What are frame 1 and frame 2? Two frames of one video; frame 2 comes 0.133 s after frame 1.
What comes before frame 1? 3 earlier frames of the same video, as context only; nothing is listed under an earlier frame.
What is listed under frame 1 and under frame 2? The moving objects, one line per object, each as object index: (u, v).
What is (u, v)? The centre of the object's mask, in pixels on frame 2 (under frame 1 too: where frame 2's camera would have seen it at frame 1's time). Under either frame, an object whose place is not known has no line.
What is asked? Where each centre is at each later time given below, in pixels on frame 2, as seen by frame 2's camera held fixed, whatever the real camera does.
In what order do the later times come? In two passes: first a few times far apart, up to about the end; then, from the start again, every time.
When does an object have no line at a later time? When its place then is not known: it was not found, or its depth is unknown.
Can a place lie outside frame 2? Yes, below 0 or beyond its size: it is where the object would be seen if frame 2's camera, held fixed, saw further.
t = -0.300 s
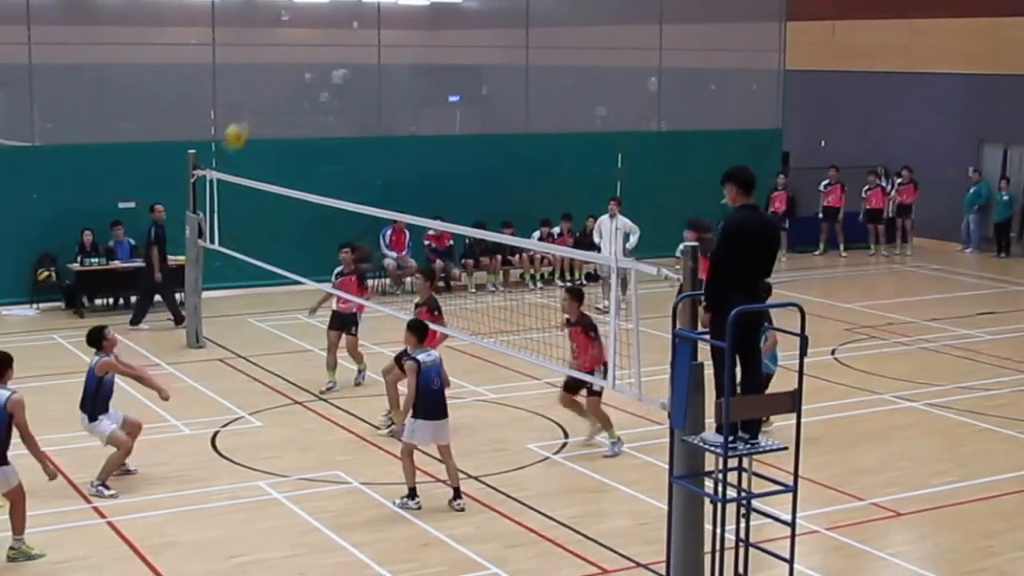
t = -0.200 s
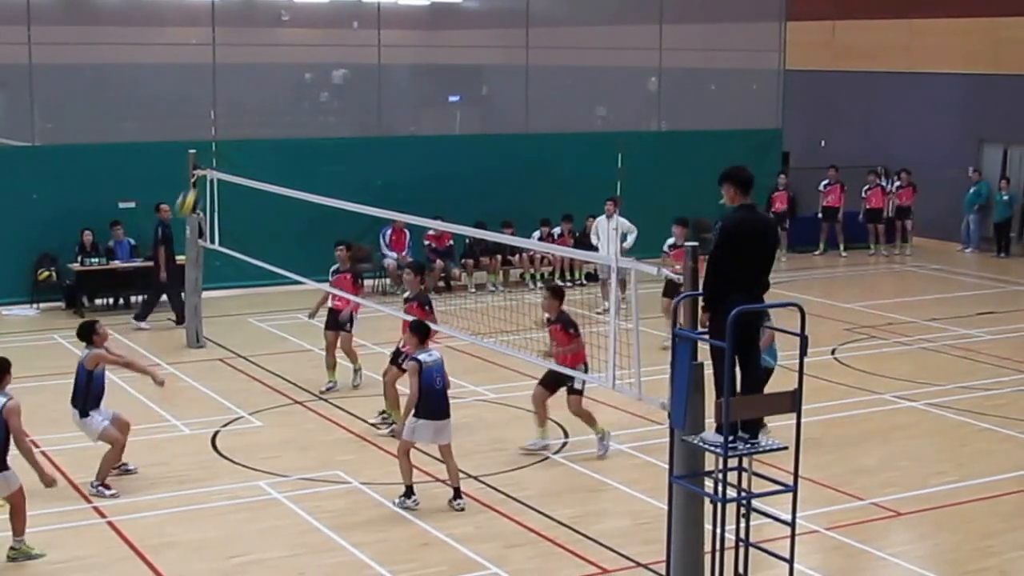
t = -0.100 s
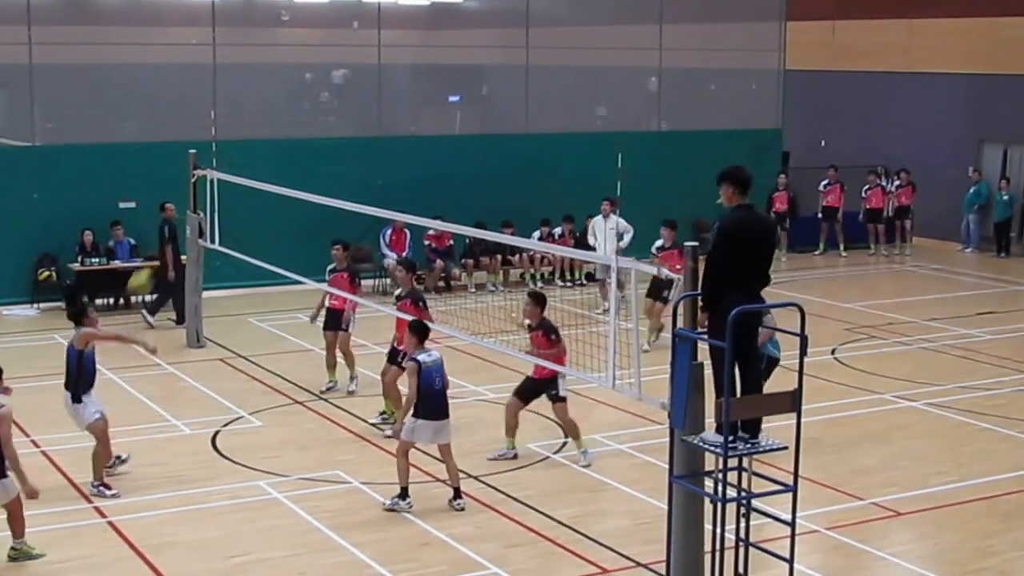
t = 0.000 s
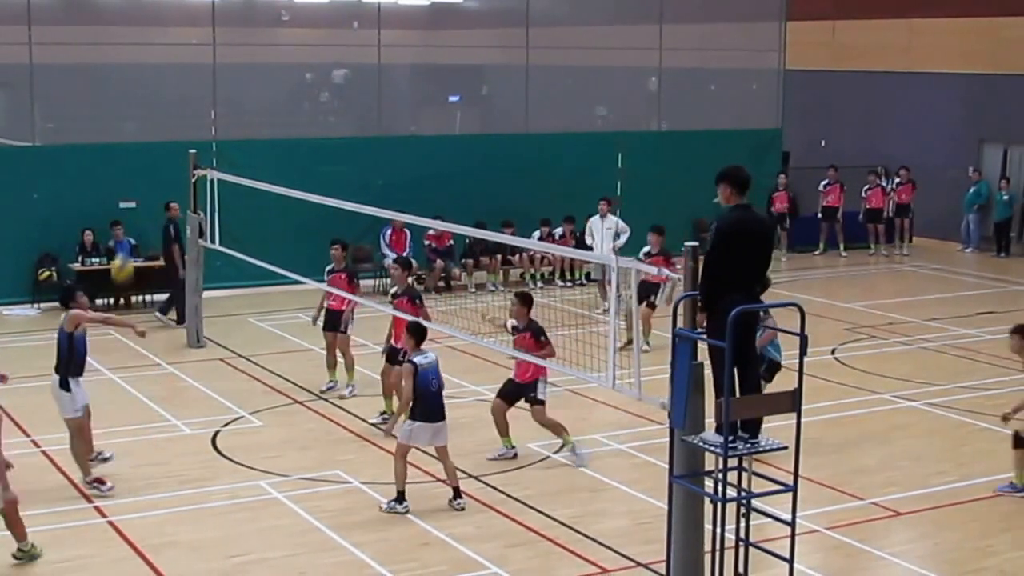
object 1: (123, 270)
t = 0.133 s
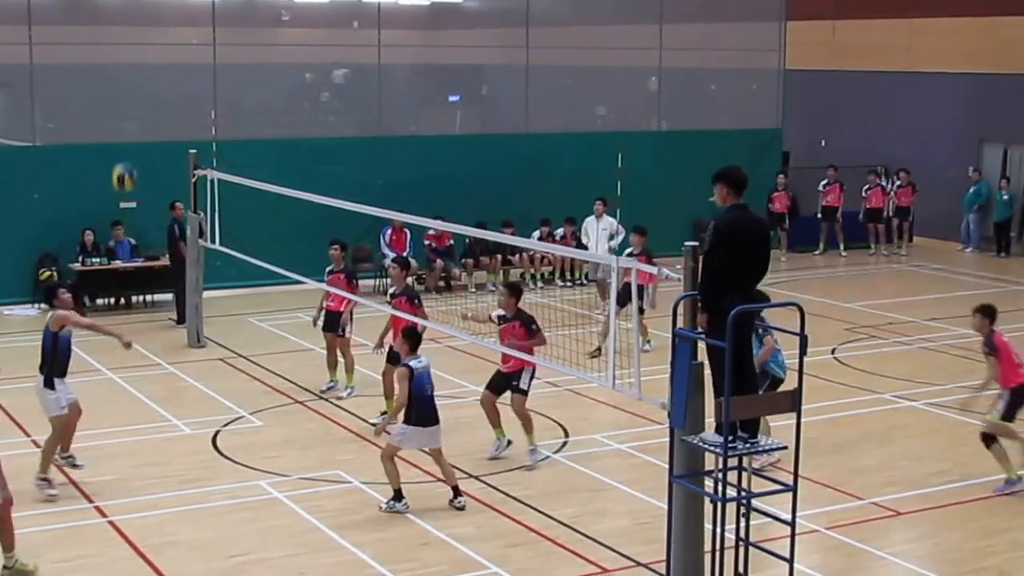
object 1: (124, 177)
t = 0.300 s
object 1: (122, 88)
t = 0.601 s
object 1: (124, 12)
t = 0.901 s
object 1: (127, 39)
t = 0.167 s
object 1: (124, 156)
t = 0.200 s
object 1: (123, 138)
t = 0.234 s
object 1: (123, 119)
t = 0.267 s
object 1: (123, 103)
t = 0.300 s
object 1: (122, 88)
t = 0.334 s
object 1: (123, 74)
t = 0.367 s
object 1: (123, 62)
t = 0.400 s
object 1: (123, 51)
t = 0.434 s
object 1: (123, 40)
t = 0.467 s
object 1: (123, 32)
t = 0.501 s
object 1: (123, 24)
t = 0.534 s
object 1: (123, 19)
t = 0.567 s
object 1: (123, 14)
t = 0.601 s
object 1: (124, 12)
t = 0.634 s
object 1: (124, 11)
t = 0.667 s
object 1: (125, 10)
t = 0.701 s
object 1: (125, 10)
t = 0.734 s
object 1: (125, 11)
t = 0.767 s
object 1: (125, 13)
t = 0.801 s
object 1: (126, 18)
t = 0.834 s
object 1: (126, 24)
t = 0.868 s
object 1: (127, 31)
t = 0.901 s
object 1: (127, 39)
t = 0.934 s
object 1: (128, 49)
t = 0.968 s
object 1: (128, 60)
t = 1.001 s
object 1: (129, 72)
